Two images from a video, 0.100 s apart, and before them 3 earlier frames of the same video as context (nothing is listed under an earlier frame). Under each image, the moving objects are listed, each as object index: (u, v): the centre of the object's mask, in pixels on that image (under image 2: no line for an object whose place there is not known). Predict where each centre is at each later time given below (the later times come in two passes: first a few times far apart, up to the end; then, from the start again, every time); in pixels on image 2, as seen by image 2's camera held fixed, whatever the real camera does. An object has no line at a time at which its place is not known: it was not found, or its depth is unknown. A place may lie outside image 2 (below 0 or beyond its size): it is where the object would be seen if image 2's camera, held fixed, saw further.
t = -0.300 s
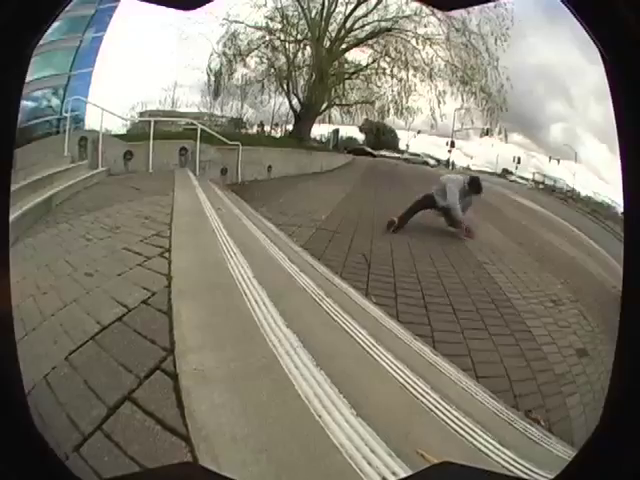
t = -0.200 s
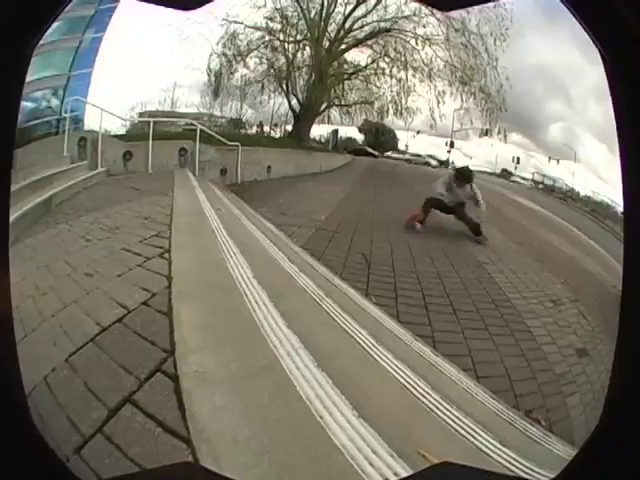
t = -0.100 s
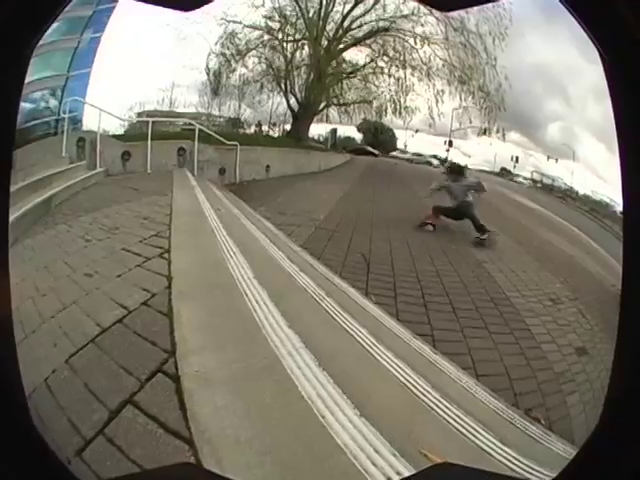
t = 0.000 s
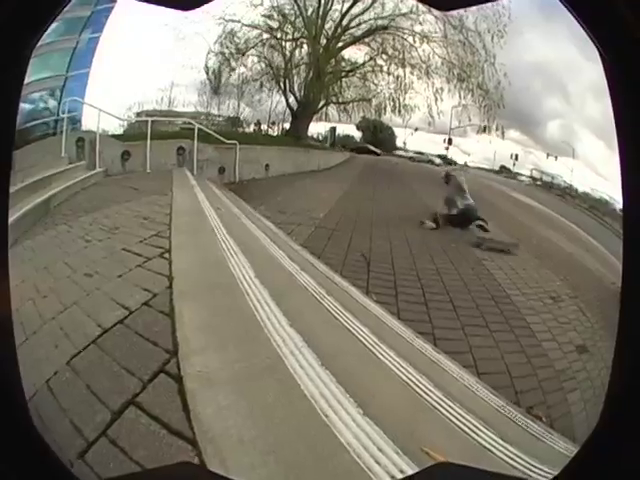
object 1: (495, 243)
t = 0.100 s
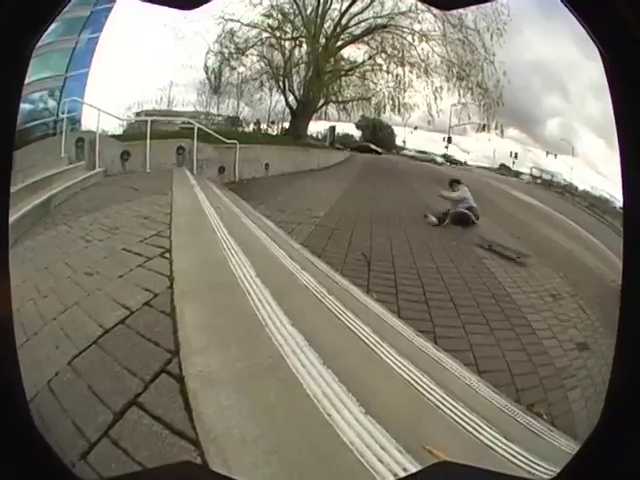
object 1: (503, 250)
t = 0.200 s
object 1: (513, 259)
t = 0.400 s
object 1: (529, 275)
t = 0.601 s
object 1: (542, 293)
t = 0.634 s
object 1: (545, 299)
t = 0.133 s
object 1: (506, 253)
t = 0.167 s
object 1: (510, 256)
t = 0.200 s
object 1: (513, 259)
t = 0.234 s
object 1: (515, 260)
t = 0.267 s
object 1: (519, 264)
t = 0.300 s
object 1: (521, 265)
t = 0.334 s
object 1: (524, 268)
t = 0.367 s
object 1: (526, 271)
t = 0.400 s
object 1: (529, 275)
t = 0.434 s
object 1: (531, 276)
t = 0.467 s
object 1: (533, 280)
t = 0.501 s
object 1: (536, 284)
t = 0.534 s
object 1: (538, 287)
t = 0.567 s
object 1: (540, 291)
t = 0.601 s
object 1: (542, 293)
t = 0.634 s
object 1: (545, 299)
